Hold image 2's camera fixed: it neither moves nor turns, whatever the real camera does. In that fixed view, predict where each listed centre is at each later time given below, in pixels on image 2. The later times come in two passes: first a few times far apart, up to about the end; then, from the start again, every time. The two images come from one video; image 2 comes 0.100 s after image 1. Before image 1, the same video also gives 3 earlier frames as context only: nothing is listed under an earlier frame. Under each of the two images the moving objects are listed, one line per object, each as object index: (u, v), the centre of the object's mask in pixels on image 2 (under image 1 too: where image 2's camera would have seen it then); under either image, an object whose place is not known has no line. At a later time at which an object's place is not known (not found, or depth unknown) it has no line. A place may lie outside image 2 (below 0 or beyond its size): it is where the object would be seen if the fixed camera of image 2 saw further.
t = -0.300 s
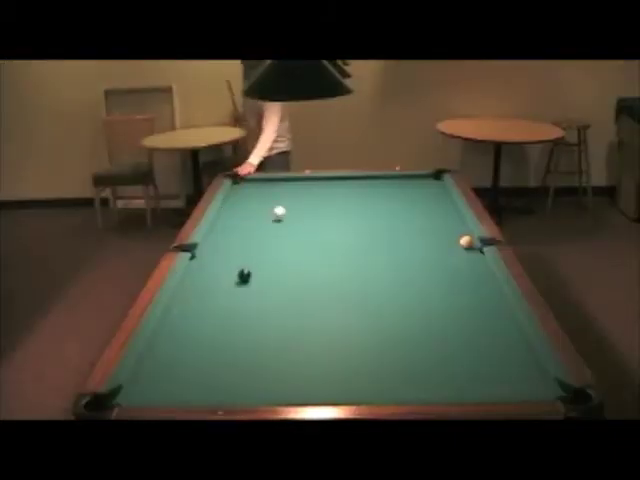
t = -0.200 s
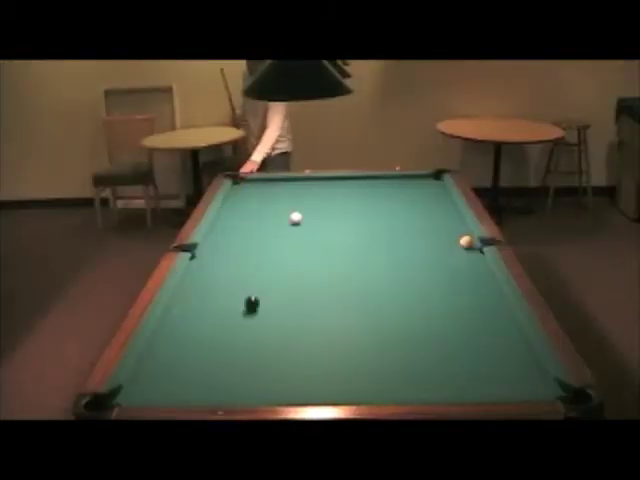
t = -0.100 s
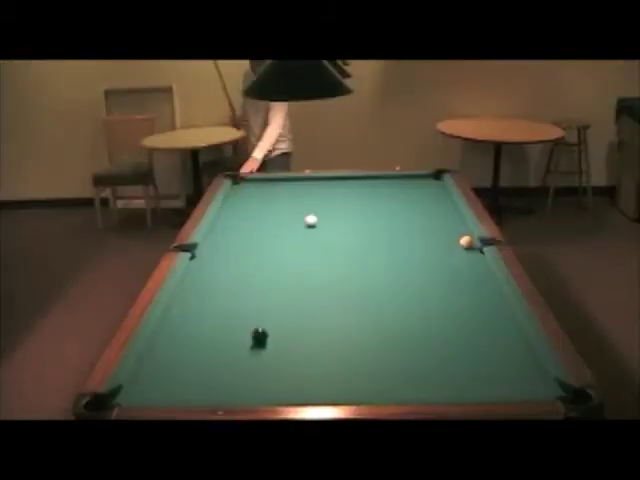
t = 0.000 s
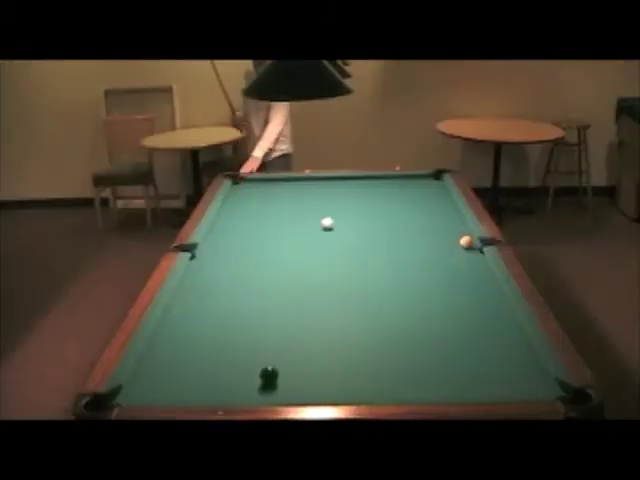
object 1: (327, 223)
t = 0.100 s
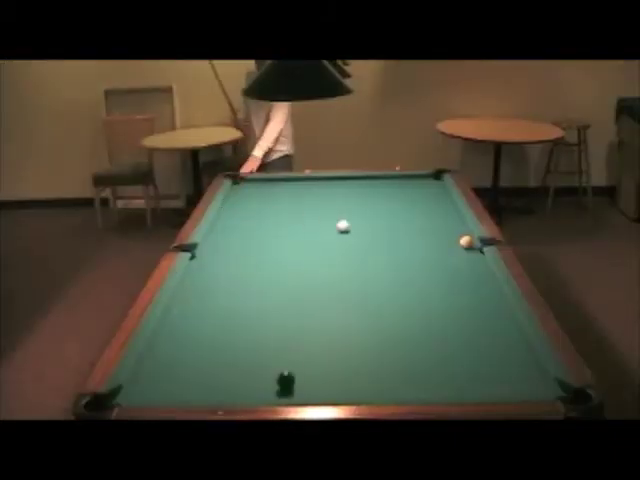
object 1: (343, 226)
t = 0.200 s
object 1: (359, 228)
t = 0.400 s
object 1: (392, 234)
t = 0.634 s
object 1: (431, 239)
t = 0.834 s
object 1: (458, 246)
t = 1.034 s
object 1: (474, 252)
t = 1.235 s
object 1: (475, 257)
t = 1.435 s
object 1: (471, 262)
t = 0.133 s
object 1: (348, 227)
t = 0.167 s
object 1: (354, 227)
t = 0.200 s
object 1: (359, 228)
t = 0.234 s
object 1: (365, 230)
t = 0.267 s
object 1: (370, 230)
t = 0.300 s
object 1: (376, 231)
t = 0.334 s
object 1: (381, 232)
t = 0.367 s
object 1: (386, 232)
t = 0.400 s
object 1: (392, 234)
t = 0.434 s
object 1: (398, 234)
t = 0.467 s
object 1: (403, 235)
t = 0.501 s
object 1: (409, 236)
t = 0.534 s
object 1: (414, 237)
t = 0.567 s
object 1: (420, 238)
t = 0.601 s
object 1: (426, 238)
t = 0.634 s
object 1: (431, 239)
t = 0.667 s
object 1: (437, 240)
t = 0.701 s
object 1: (442, 241)
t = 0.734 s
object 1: (448, 242)
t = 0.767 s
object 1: (454, 243)
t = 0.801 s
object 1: (456, 244)
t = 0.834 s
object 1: (458, 246)
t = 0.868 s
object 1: (461, 247)
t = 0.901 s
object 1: (464, 247)
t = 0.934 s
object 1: (466, 249)
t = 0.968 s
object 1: (469, 250)
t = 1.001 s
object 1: (472, 250)
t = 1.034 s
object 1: (474, 252)
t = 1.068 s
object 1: (477, 253)
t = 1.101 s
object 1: (476, 254)
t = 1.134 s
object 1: (476, 255)
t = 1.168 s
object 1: (475, 255)
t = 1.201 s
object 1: (475, 256)
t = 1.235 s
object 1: (475, 257)
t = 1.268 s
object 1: (474, 258)
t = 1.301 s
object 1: (473, 259)
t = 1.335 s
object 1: (472, 260)
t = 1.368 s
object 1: (472, 261)
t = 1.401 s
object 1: (471, 262)
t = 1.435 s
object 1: (471, 262)
